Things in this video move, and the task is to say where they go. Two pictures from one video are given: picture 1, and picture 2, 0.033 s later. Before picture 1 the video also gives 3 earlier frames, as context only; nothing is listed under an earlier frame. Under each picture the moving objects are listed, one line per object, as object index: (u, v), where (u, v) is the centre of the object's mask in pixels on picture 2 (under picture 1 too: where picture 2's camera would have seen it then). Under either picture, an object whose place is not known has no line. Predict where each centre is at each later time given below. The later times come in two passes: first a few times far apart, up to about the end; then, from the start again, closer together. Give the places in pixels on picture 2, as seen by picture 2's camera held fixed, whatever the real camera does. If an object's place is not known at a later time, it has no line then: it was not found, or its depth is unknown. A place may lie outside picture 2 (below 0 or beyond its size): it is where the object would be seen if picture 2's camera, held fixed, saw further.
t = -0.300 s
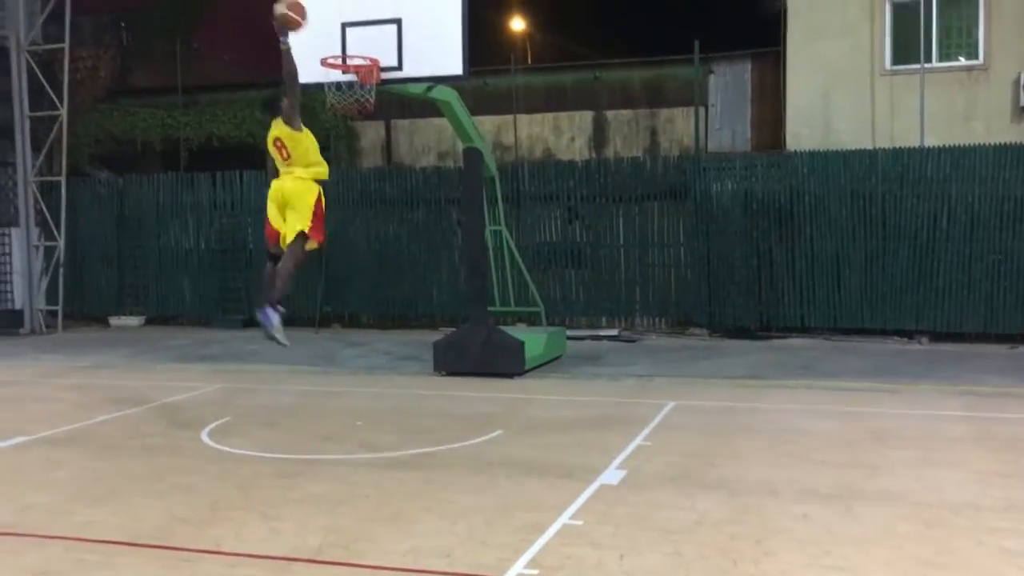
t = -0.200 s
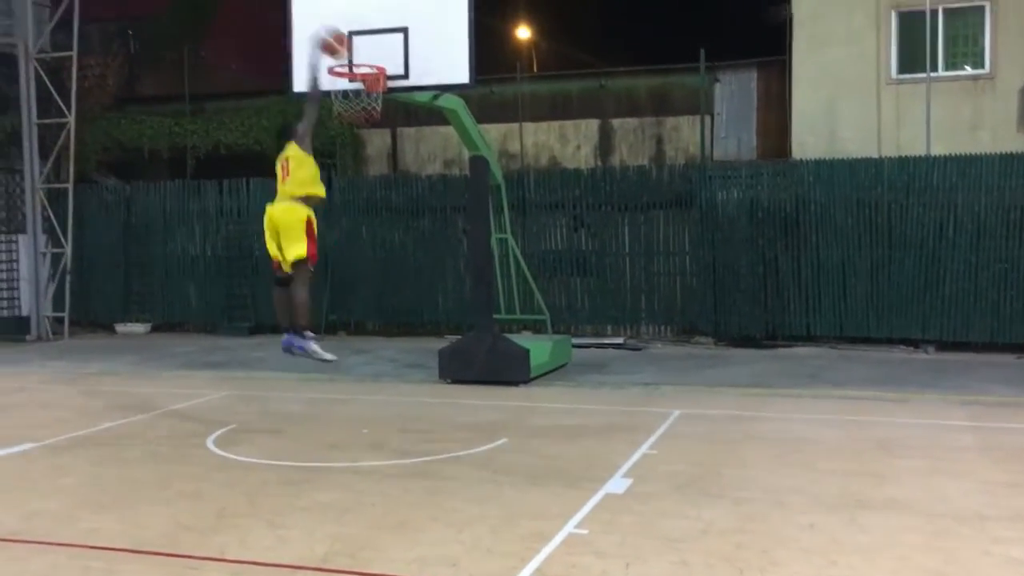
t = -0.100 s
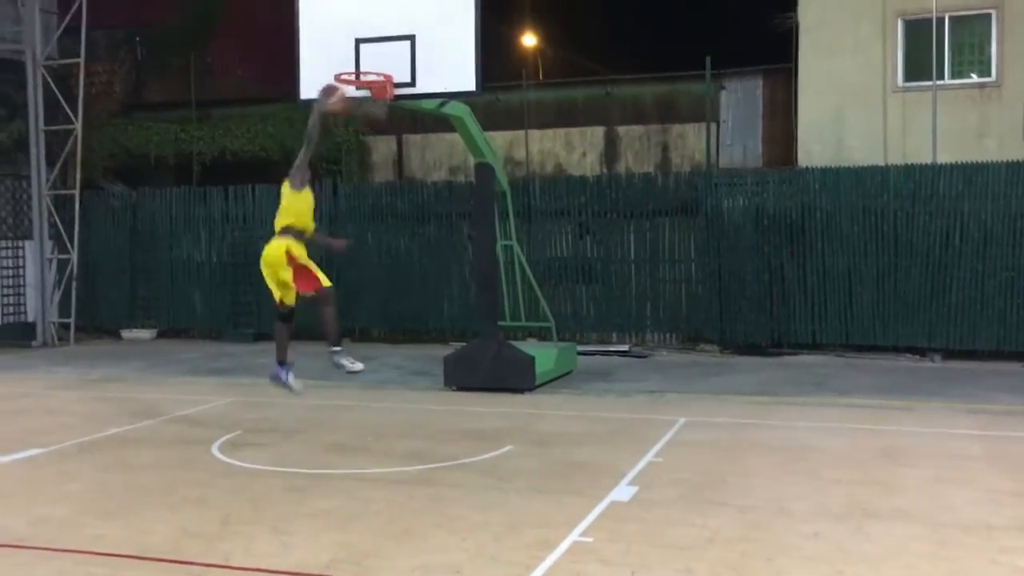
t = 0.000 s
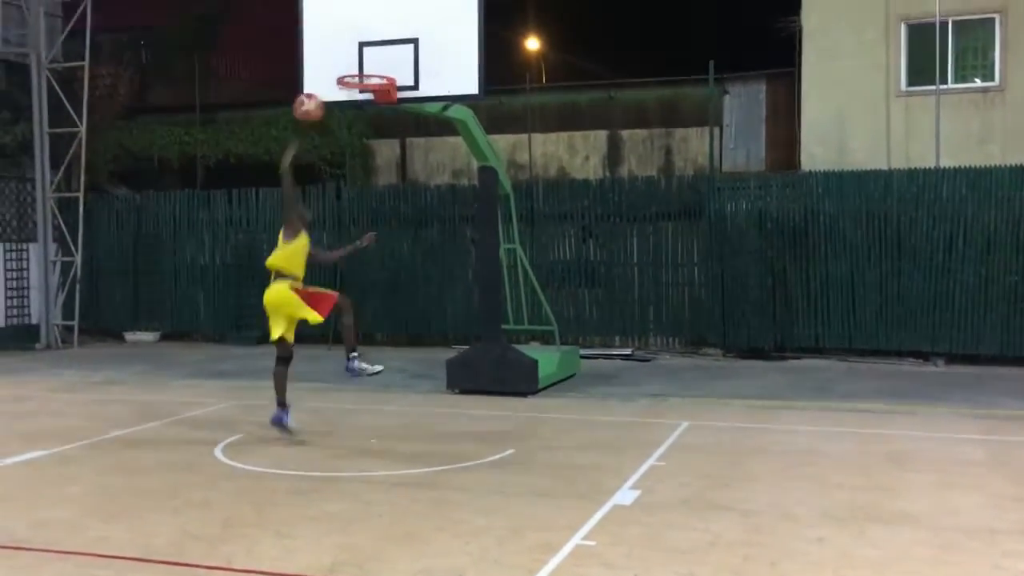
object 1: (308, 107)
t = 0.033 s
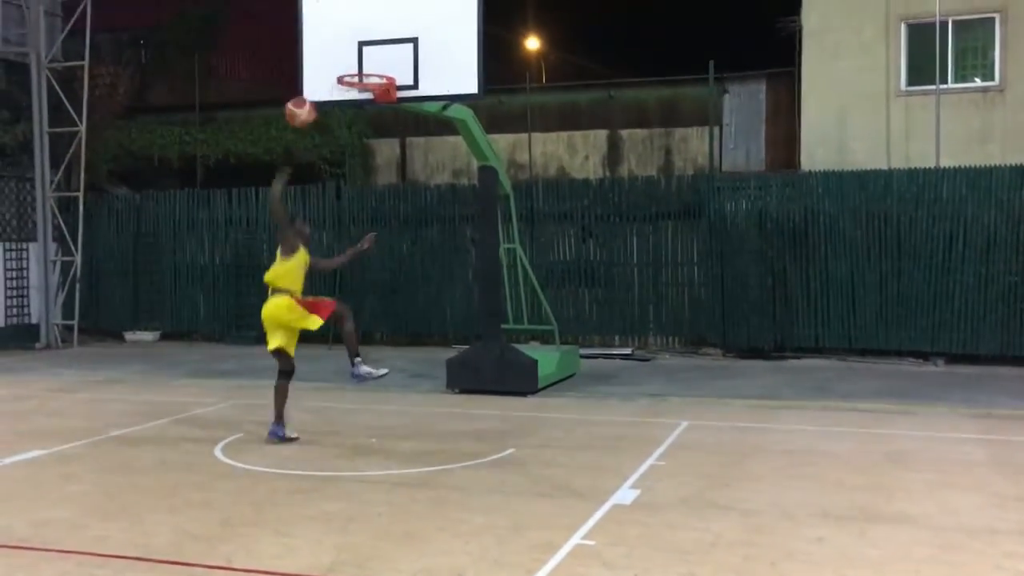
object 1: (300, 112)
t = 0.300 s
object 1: (233, 201)
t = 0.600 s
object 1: (149, 429)
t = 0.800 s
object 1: (143, 359)
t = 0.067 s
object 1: (292, 117)
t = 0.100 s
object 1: (284, 125)
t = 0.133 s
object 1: (276, 134)
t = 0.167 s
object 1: (267, 145)
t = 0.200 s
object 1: (259, 156)
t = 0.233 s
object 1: (250, 170)
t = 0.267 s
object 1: (242, 184)
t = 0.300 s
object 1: (233, 201)
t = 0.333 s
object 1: (224, 219)
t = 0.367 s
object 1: (215, 239)
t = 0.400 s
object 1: (206, 260)
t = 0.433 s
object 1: (197, 285)
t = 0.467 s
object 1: (188, 311)
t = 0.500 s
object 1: (179, 336)
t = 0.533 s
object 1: (168, 367)
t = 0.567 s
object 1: (160, 397)
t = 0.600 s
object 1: (149, 429)
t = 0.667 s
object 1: (137, 455)
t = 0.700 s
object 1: (138, 429)
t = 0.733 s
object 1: (139, 404)
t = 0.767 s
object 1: (141, 381)
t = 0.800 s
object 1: (143, 359)
